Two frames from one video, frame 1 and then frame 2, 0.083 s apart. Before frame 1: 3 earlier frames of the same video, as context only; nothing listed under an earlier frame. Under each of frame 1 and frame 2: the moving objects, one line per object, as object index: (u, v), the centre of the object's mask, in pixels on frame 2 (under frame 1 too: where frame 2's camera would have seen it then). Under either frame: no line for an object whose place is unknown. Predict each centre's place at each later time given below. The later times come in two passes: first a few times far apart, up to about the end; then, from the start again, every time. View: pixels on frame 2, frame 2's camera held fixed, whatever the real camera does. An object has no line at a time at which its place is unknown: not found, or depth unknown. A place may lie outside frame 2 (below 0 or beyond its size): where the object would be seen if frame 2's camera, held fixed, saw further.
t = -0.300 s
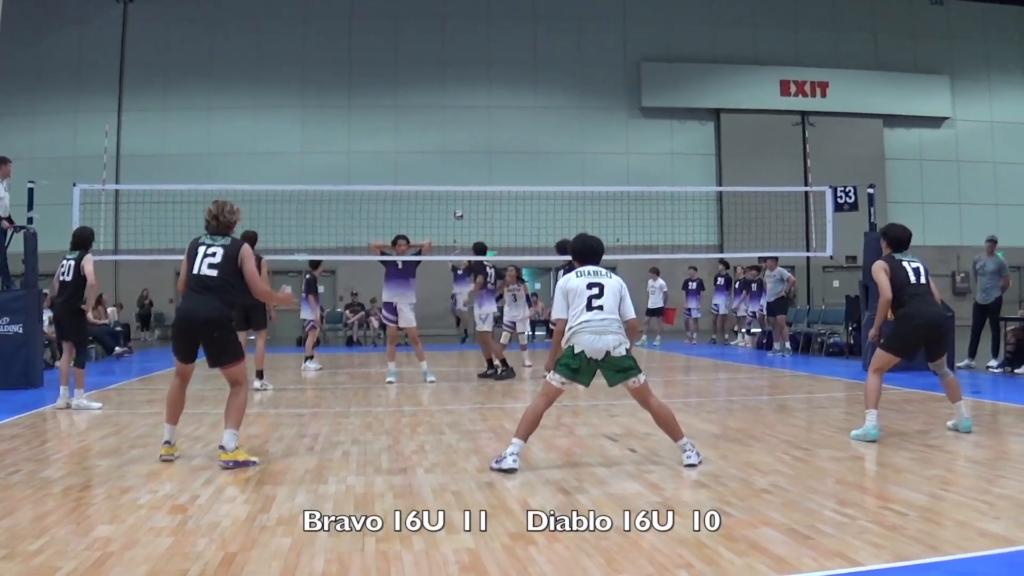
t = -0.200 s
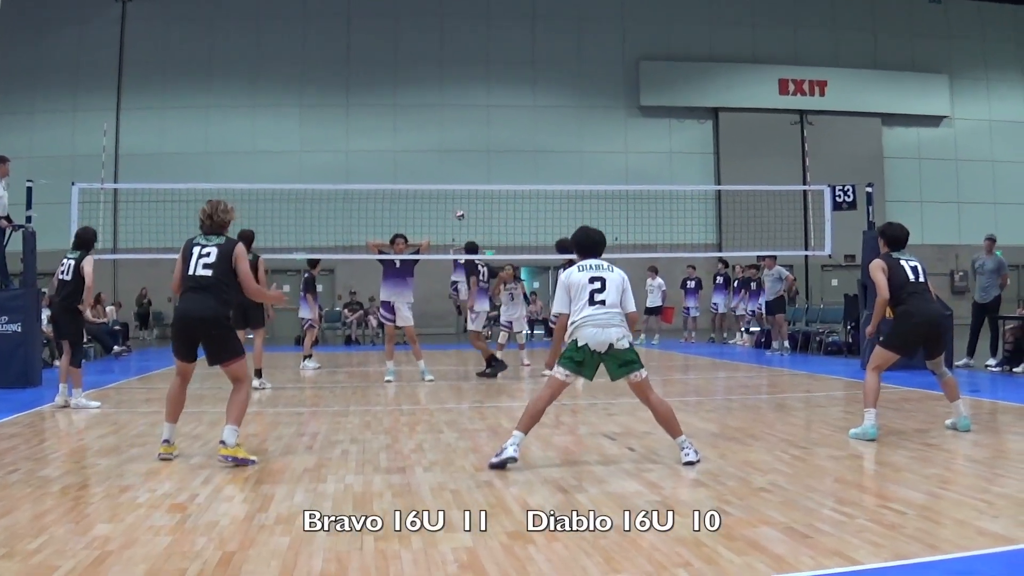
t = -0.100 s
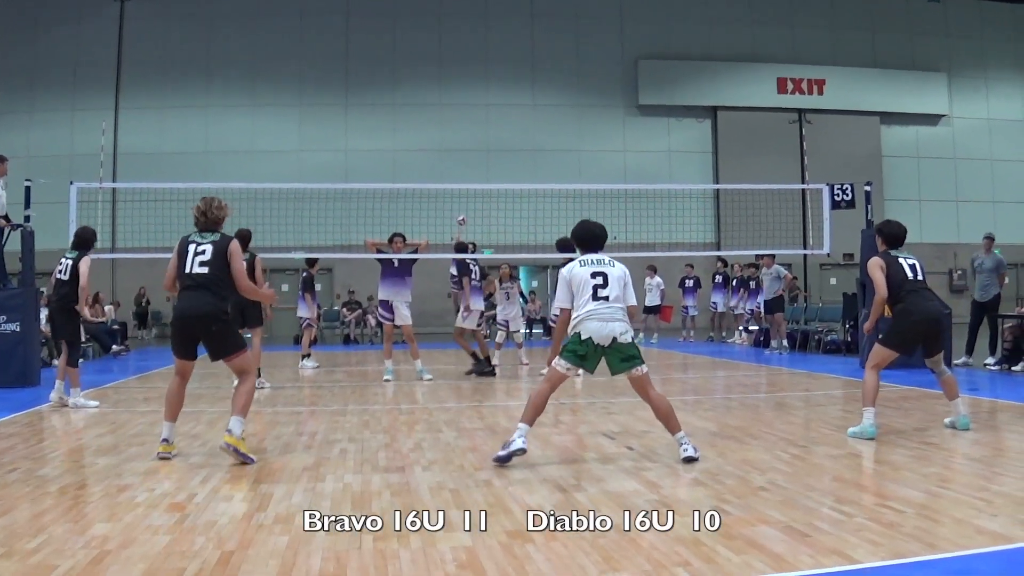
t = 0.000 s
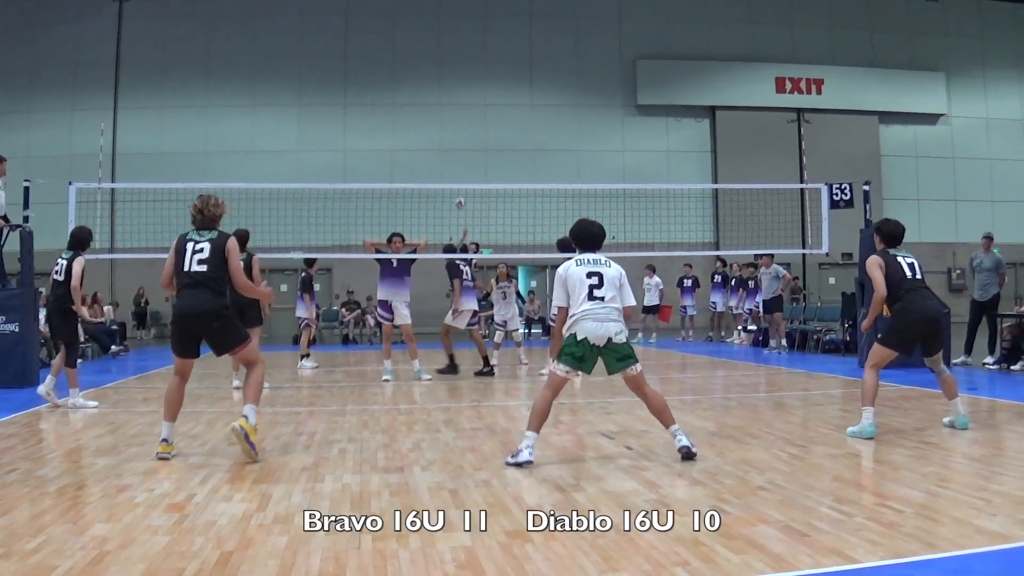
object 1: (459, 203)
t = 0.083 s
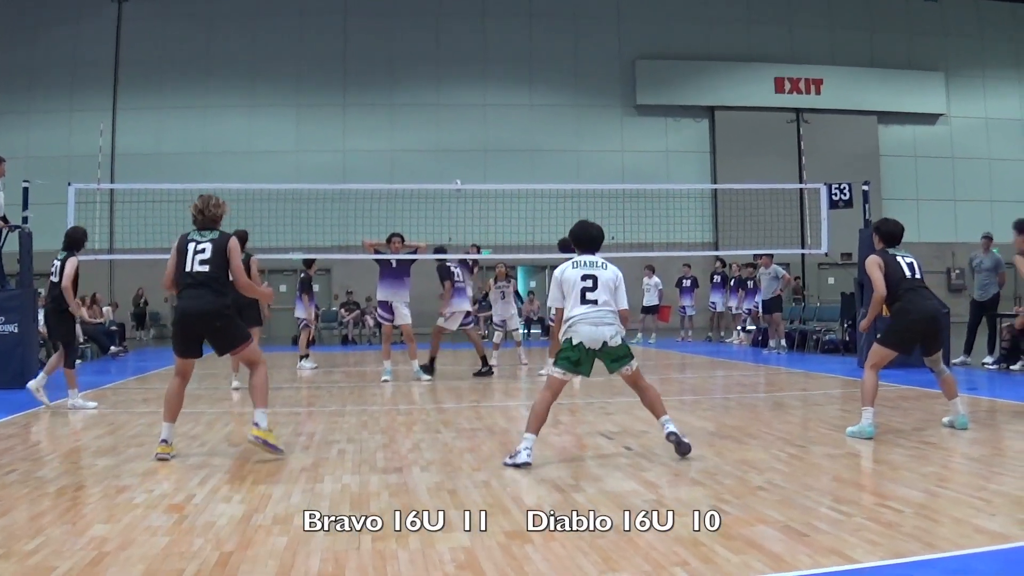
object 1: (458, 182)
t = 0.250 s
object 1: (451, 152)
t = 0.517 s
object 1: (430, 118)
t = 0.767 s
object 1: (394, 130)
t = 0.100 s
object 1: (455, 181)
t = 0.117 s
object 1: (454, 179)
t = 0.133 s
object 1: (454, 175)
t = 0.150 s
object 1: (456, 171)
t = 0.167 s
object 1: (453, 169)
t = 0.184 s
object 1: (453, 166)
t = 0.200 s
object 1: (452, 162)
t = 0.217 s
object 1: (452, 159)
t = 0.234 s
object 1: (453, 154)
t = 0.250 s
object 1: (451, 152)
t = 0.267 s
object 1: (451, 148)
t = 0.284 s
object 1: (448, 147)
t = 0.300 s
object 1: (448, 143)
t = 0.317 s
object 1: (447, 141)
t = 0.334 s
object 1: (445, 138)
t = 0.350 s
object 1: (444, 136)
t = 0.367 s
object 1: (444, 133)
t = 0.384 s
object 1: (443, 131)
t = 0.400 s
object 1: (441, 129)
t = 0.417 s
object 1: (440, 127)
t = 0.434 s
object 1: (439, 124)
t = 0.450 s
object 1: (437, 123)
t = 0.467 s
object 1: (436, 122)
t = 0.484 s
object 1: (434, 120)
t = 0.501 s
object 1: (433, 119)
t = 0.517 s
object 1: (430, 118)
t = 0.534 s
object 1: (429, 117)
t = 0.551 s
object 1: (426, 116)
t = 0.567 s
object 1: (424, 115)
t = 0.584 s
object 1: (422, 115)
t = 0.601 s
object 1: (421, 116)
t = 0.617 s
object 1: (419, 116)
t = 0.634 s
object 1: (417, 116)
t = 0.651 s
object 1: (414, 117)
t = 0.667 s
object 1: (412, 118)
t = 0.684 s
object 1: (410, 119)
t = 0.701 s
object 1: (407, 121)
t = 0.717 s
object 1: (404, 122)
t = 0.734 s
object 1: (401, 124)
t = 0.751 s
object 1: (398, 127)
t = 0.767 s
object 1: (394, 130)
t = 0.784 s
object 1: (391, 133)
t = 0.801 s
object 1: (387, 136)
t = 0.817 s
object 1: (383, 140)
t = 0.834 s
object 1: (379, 145)
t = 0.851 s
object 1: (375, 150)
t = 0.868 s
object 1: (370, 156)
